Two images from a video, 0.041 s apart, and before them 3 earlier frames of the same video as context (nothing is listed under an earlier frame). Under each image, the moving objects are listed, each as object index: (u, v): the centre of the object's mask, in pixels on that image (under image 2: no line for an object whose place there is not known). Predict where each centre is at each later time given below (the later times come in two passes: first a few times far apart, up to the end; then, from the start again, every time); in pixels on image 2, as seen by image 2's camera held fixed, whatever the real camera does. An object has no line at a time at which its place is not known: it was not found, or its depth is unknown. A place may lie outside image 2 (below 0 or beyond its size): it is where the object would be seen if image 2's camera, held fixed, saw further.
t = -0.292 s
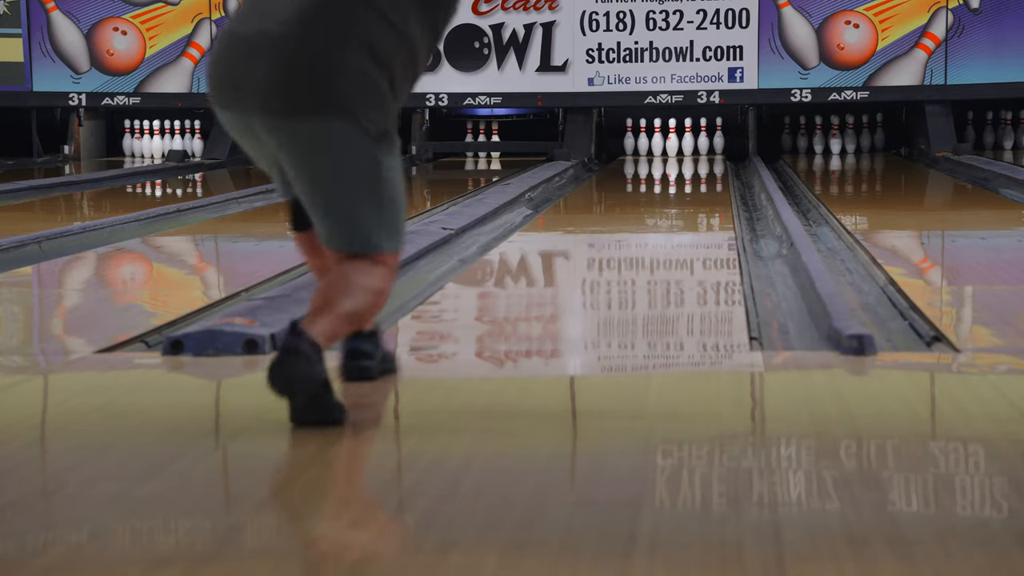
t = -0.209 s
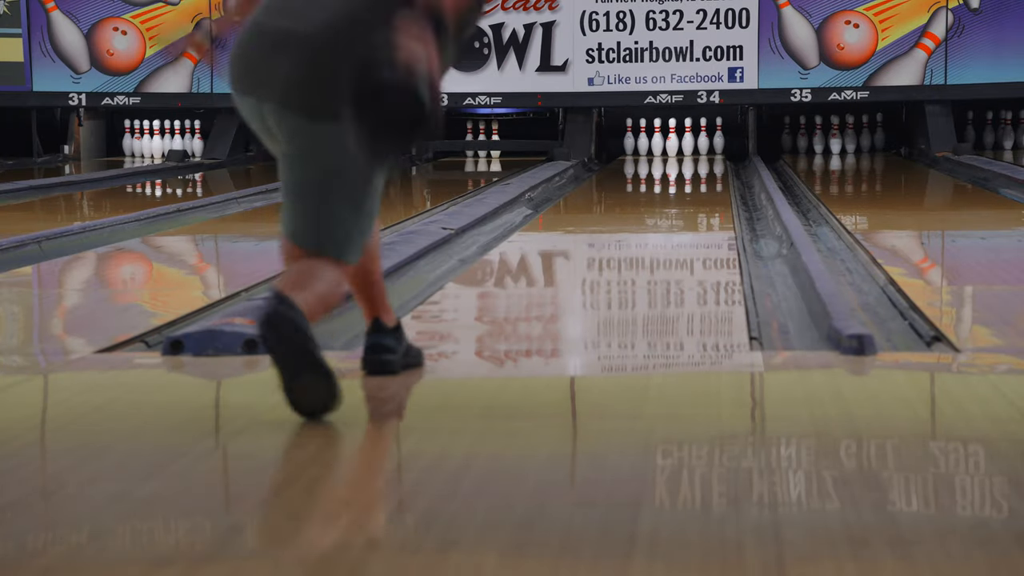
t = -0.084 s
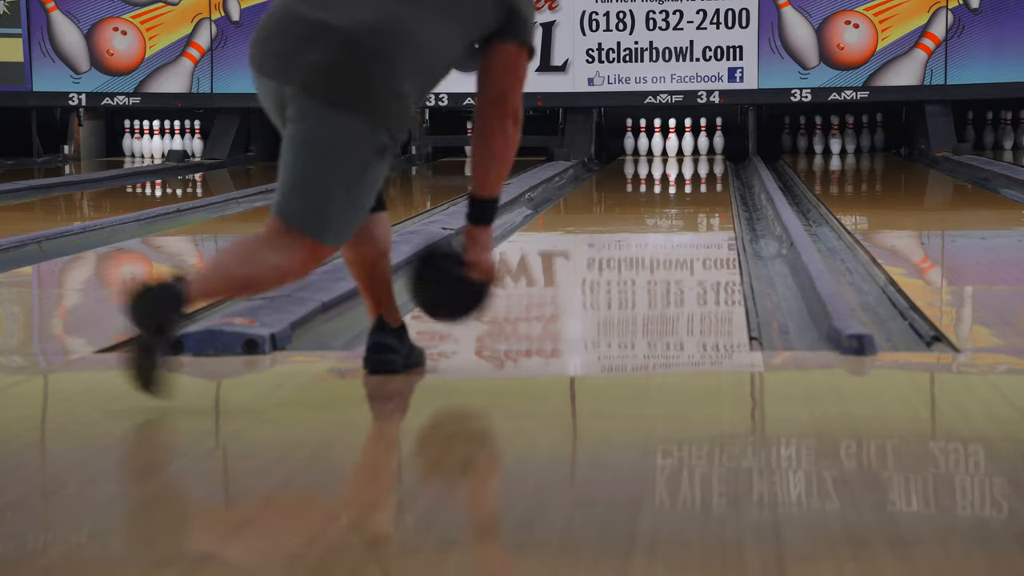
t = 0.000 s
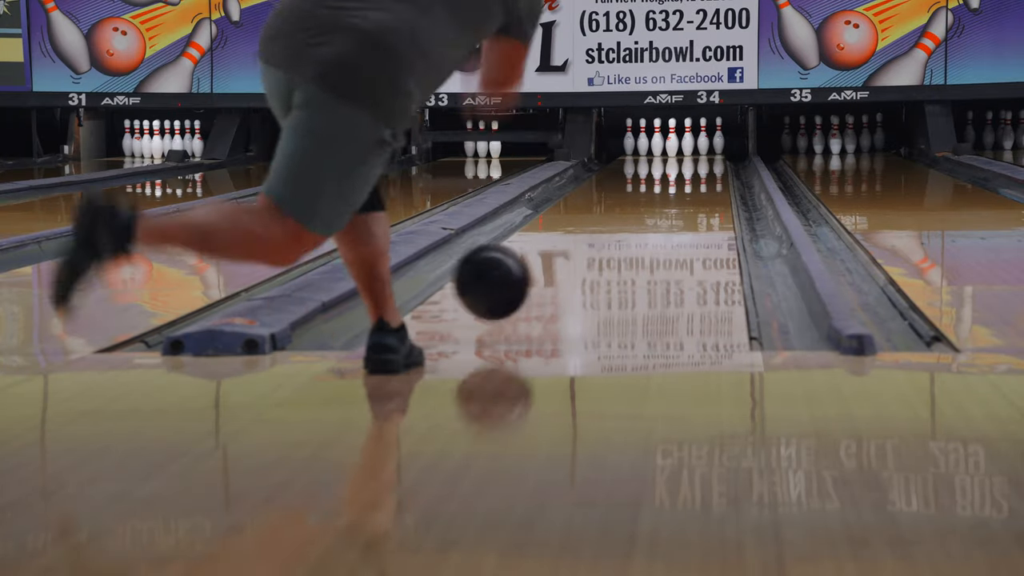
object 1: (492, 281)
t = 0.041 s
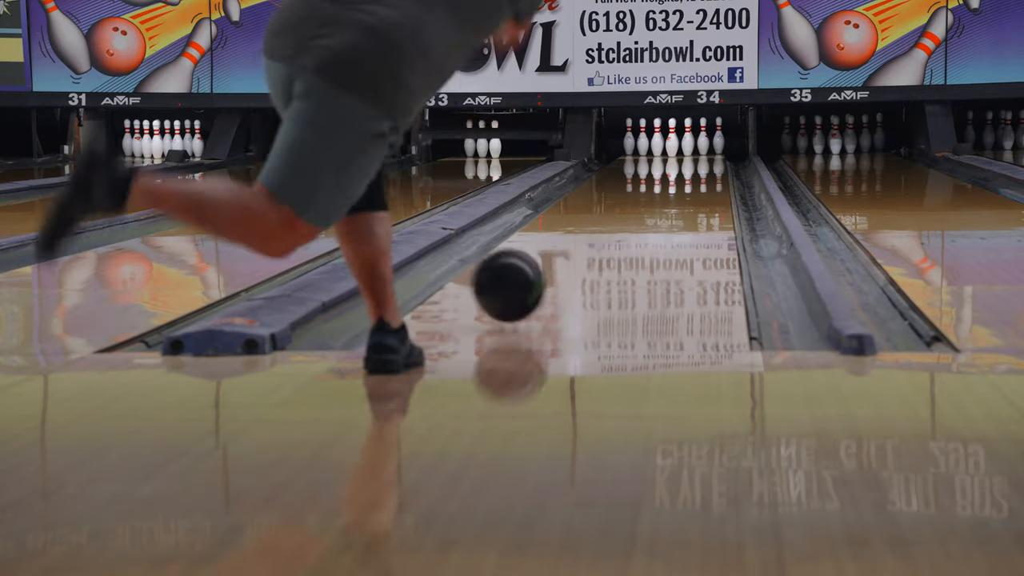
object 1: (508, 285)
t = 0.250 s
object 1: (571, 252)
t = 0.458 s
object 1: (613, 225)
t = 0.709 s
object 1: (647, 203)
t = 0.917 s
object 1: (669, 188)
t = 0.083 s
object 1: (524, 283)
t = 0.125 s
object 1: (538, 275)
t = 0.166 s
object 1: (550, 267)
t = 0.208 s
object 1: (561, 259)
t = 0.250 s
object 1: (571, 252)
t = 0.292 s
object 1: (581, 246)
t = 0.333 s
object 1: (590, 240)
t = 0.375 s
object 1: (598, 235)
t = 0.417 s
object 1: (606, 230)
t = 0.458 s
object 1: (613, 225)
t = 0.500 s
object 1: (620, 221)
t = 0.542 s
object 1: (626, 217)
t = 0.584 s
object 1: (632, 213)
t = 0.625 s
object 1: (637, 210)
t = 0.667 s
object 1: (642, 206)
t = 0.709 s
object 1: (647, 203)
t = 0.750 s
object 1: (651, 200)
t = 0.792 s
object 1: (656, 197)
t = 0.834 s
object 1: (660, 194)
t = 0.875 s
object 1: (663, 191)
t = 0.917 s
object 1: (669, 188)
